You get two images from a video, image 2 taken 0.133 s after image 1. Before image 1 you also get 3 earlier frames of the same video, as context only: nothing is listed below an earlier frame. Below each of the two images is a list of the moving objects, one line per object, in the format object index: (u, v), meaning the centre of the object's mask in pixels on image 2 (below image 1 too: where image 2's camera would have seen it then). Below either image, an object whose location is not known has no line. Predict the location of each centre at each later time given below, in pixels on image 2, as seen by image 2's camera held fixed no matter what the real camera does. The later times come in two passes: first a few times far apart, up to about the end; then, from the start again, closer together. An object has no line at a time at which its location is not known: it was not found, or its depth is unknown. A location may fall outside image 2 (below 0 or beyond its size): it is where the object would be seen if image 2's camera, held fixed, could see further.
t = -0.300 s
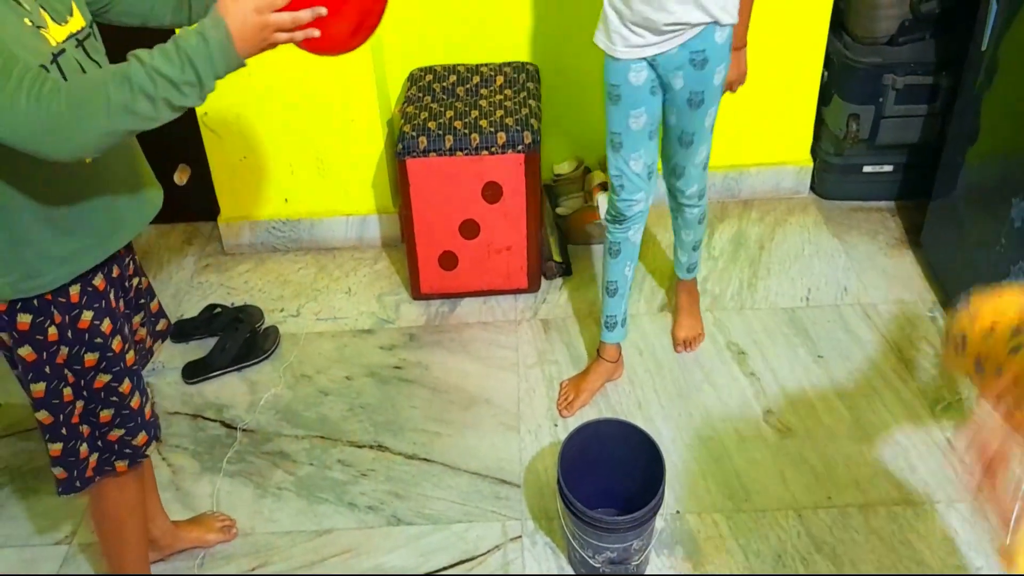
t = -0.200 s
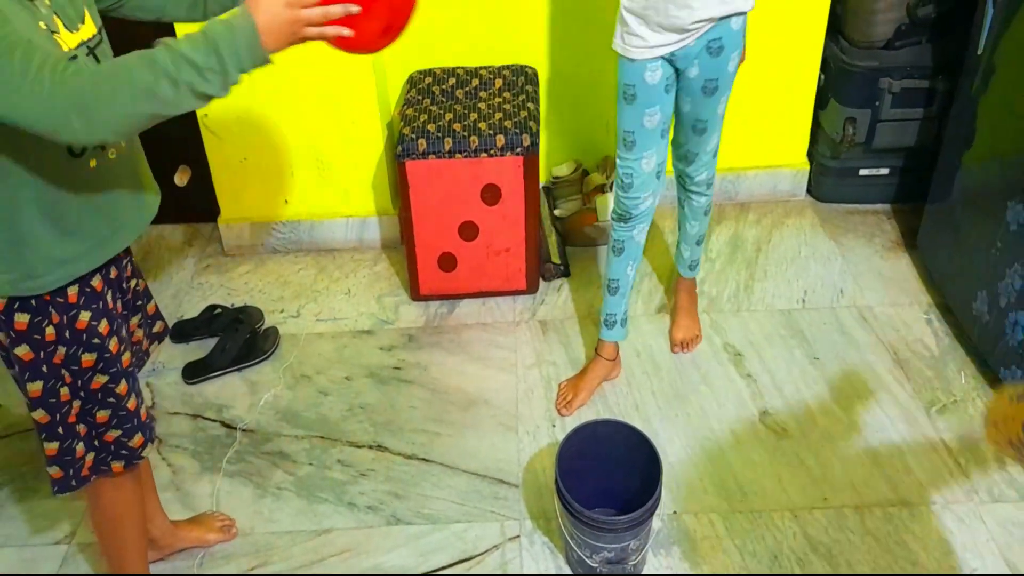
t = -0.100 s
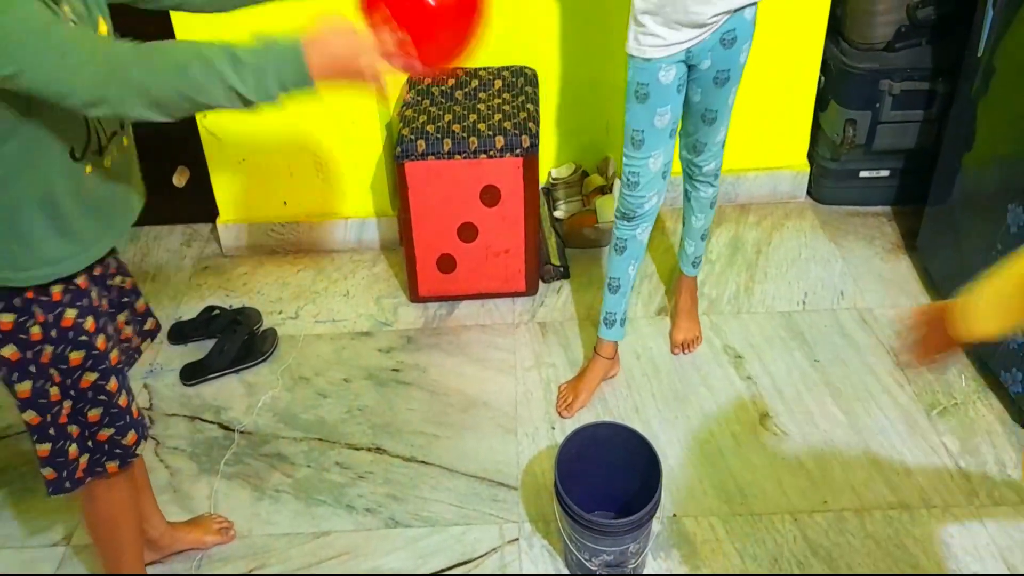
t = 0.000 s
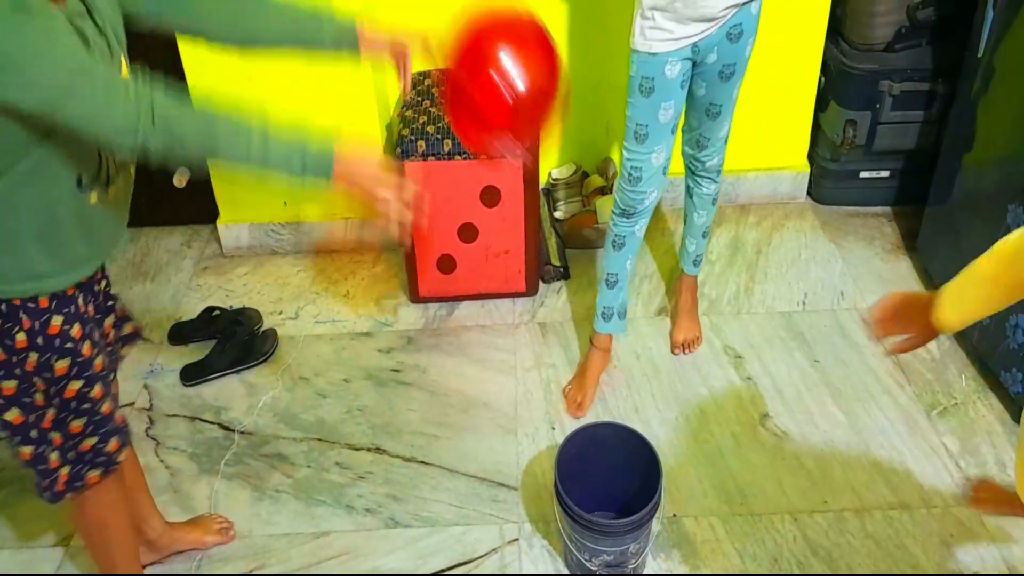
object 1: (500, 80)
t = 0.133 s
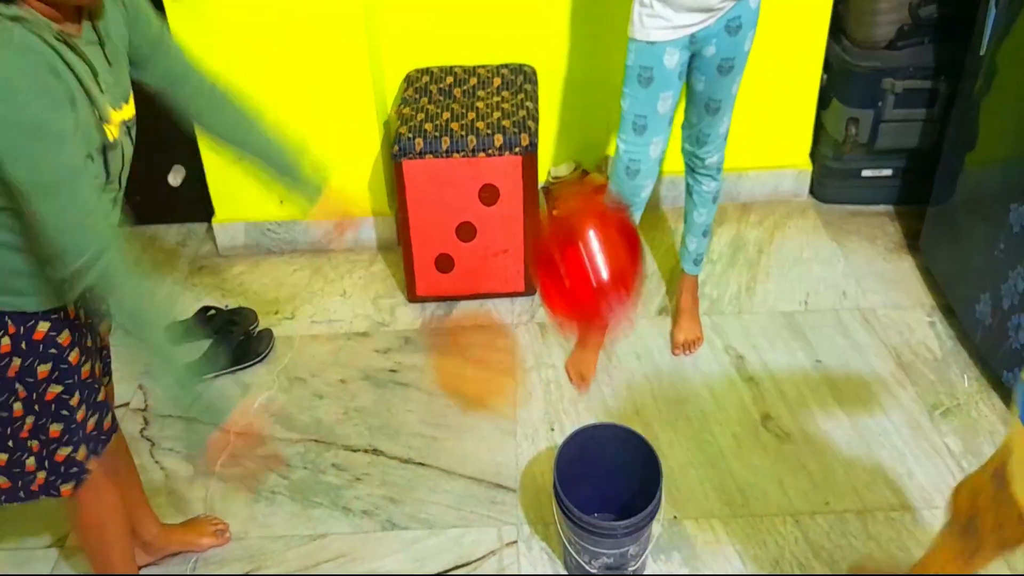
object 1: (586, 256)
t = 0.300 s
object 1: (601, 417)
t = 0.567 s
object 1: (403, 388)
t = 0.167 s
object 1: (603, 309)
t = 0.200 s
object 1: (619, 361)
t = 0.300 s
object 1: (601, 417)
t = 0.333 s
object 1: (573, 399)
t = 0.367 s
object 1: (545, 384)
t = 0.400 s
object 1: (519, 375)
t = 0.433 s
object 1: (493, 370)
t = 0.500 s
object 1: (444, 372)
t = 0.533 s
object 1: (423, 379)
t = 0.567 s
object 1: (403, 388)
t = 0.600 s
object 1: (385, 401)
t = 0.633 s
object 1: (368, 417)
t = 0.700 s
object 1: (340, 457)
